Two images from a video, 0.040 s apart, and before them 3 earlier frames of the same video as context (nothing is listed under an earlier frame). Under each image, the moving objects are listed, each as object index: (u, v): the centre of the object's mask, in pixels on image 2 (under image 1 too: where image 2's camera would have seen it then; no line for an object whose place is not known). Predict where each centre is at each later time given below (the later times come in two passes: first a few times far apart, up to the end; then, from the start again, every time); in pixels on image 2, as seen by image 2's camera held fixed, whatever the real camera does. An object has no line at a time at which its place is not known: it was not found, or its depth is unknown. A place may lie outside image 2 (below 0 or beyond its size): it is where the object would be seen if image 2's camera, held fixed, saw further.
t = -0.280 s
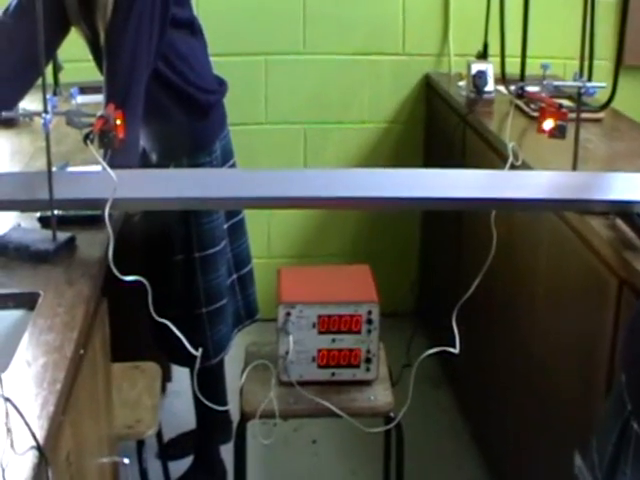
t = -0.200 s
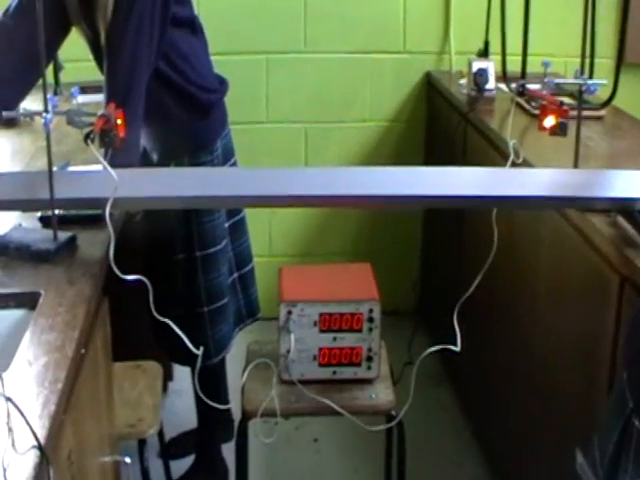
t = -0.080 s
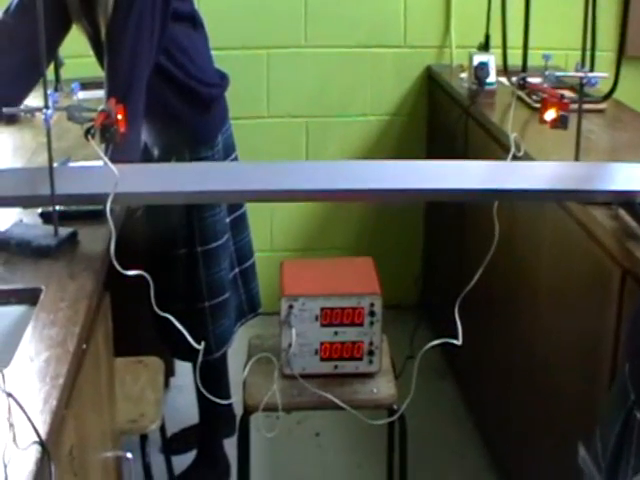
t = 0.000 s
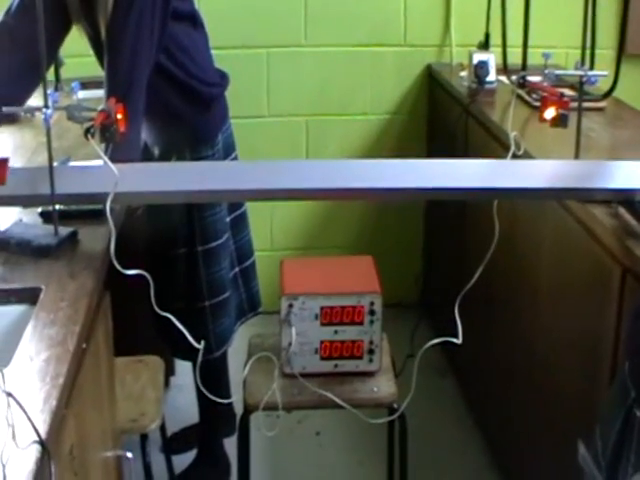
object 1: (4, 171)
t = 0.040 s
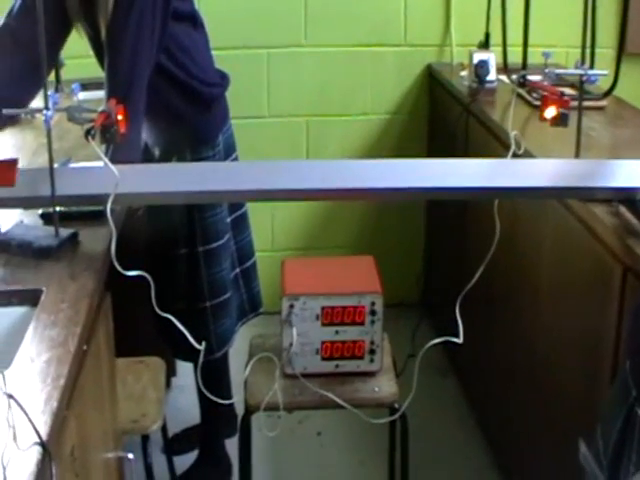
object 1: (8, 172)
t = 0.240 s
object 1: (45, 157)
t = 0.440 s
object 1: (126, 157)
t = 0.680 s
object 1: (214, 151)
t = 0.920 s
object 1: (309, 150)
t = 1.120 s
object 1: (388, 148)
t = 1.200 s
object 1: (417, 147)
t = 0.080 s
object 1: (12, 163)
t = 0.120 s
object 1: (18, 159)
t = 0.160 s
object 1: (25, 157)
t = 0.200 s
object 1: (32, 157)
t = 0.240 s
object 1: (45, 157)
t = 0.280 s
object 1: (57, 157)
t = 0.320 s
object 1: (70, 160)
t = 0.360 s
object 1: (88, 161)
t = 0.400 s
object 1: (110, 160)
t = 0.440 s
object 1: (126, 157)
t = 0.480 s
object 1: (139, 154)
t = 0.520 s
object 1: (153, 152)
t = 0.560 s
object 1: (168, 152)
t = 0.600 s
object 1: (184, 152)
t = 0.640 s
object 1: (199, 151)
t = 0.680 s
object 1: (214, 151)
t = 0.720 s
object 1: (230, 151)
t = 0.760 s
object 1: (246, 151)
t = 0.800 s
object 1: (261, 150)
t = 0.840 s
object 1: (277, 151)
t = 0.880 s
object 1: (293, 150)
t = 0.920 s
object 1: (309, 150)
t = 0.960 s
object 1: (324, 150)
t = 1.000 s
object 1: (340, 150)
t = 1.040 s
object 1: (357, 149)
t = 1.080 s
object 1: (373, 149)
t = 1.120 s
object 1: (388, 148)
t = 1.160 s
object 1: (403, 148)
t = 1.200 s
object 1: (417, 147)
